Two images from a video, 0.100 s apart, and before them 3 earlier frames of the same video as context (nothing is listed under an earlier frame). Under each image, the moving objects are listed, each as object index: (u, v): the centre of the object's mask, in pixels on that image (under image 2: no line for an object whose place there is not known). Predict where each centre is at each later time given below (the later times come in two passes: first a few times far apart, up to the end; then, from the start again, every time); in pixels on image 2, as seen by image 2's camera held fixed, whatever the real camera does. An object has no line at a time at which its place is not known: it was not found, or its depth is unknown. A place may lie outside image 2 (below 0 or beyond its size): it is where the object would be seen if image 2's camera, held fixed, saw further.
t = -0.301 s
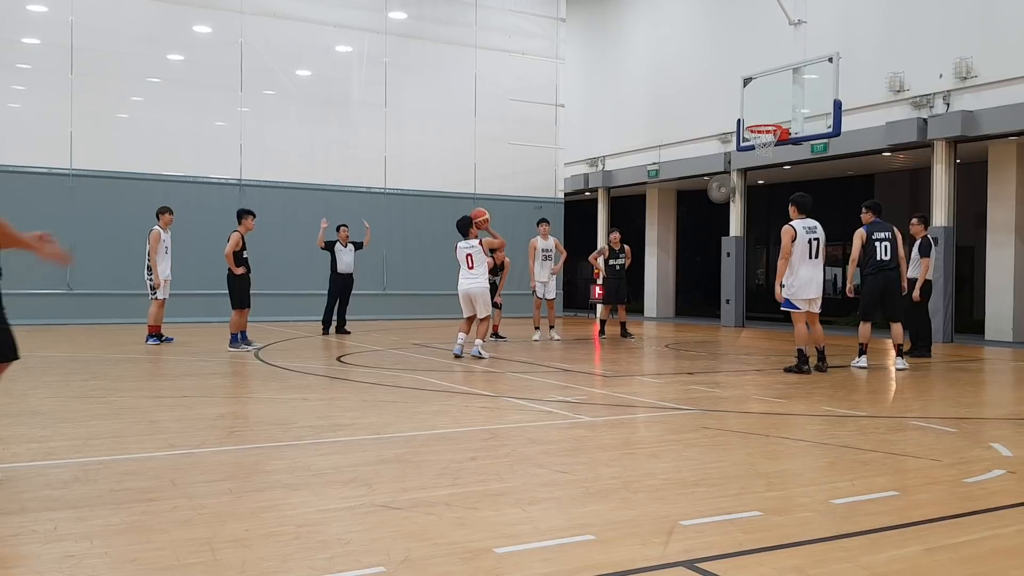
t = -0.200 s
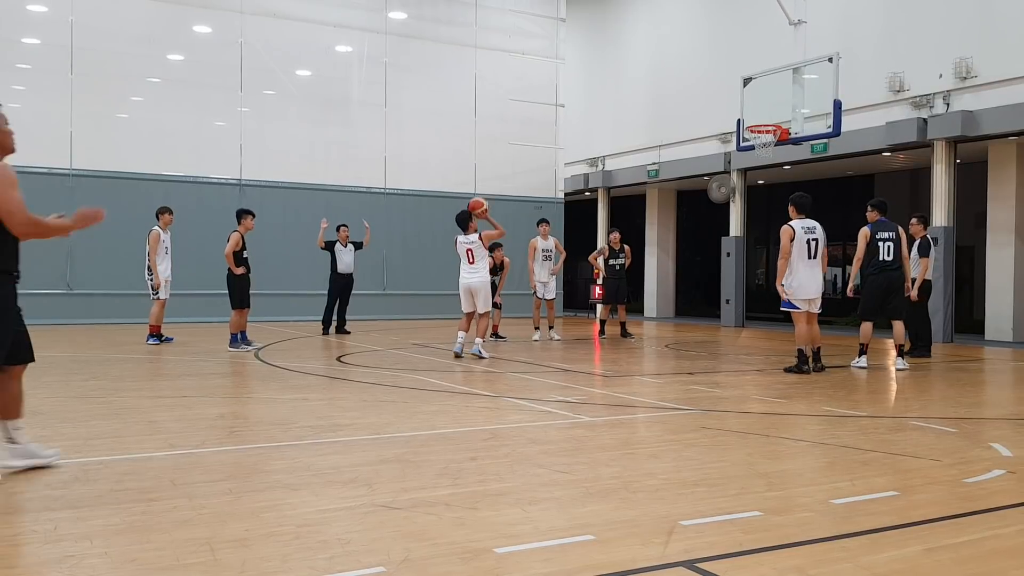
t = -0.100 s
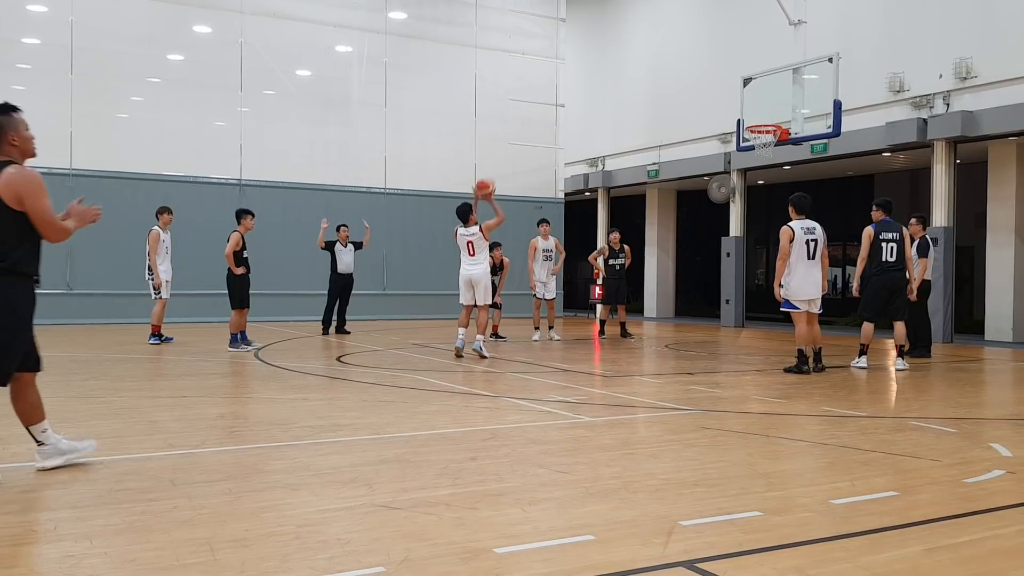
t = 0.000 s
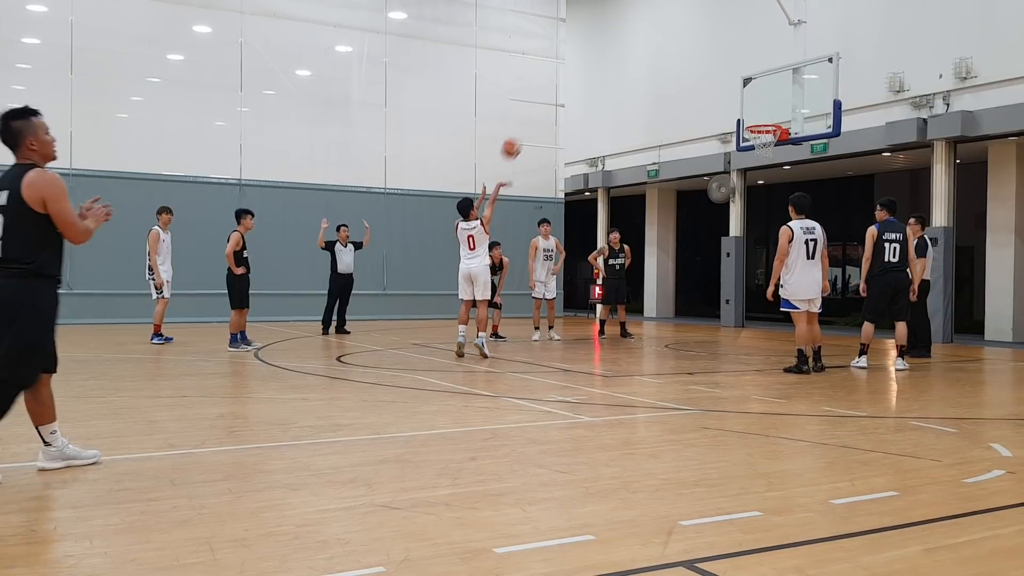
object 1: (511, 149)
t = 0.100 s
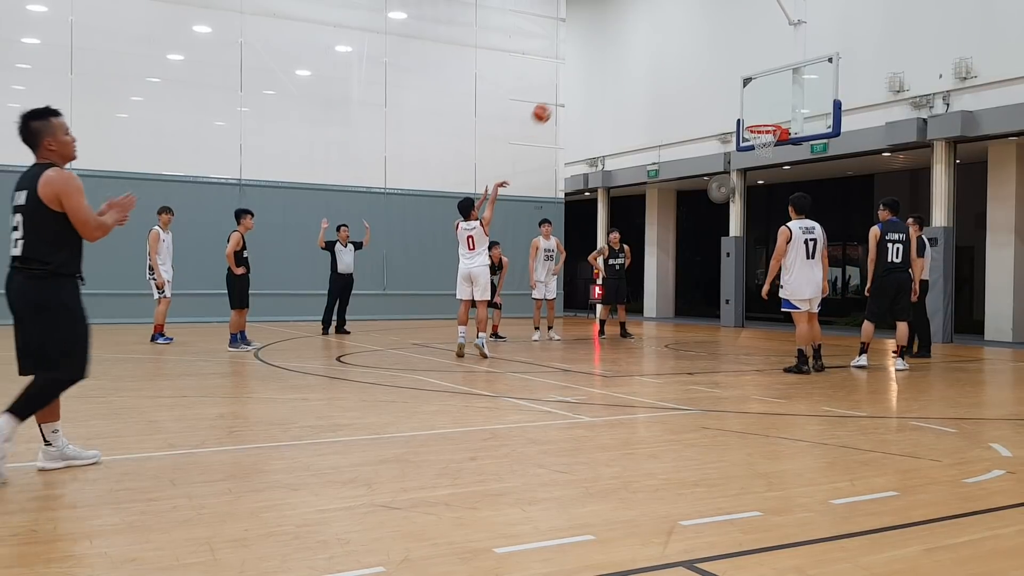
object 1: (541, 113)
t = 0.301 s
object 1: (599, 68)
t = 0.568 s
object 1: (670, 58)
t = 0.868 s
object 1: (742, 106)
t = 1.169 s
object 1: (775, 153)
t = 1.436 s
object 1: (775, 204)
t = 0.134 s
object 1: (552, 103)
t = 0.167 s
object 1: (562, 94)
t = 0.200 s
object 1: (571, 87)
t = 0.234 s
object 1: (580, 80)
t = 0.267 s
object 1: (590, 74)
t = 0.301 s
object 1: (599, 68)
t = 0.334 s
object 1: (608, 64)
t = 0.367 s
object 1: (617, 61)
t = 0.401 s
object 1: (627, 58)
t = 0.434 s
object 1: (635, 57)
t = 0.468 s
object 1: (644, 56)
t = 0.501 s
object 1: (653, 56)
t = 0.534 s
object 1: (661, 57)
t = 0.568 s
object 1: (670, 58)
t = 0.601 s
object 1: (679, 60)
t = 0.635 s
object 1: (687, 63)
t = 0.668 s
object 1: (695, 67)
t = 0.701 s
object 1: (703, 72)
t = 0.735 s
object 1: (711, 77)
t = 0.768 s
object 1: (719, 84)
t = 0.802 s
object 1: (727, 90)
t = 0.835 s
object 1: (735, 98)
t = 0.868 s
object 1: (742, 106)
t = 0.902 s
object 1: (750, 115)
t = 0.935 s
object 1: (757, 121)
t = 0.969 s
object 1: (763, 134)
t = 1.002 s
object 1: (769, 140)
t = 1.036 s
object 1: (772, 146)
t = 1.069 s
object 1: (774, 148)
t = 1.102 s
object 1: (774, 151)
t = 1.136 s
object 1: (775, 152)
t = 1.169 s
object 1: (775, 153)
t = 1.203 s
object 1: (776, 157)
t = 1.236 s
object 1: (776, 161)
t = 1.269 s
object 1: (776, 166)
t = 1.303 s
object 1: (776, 172)
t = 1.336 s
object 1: (776, 178)
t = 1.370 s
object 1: (775, 186)
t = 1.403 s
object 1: (775, 195)
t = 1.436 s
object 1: (775, 204)
